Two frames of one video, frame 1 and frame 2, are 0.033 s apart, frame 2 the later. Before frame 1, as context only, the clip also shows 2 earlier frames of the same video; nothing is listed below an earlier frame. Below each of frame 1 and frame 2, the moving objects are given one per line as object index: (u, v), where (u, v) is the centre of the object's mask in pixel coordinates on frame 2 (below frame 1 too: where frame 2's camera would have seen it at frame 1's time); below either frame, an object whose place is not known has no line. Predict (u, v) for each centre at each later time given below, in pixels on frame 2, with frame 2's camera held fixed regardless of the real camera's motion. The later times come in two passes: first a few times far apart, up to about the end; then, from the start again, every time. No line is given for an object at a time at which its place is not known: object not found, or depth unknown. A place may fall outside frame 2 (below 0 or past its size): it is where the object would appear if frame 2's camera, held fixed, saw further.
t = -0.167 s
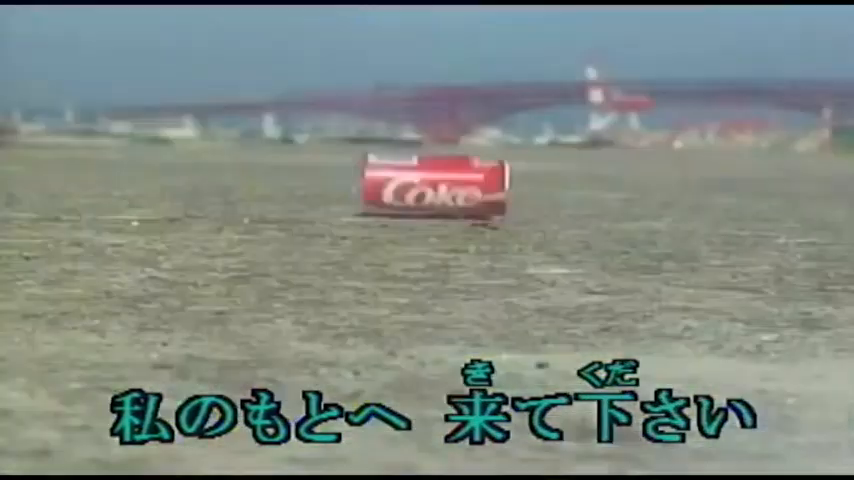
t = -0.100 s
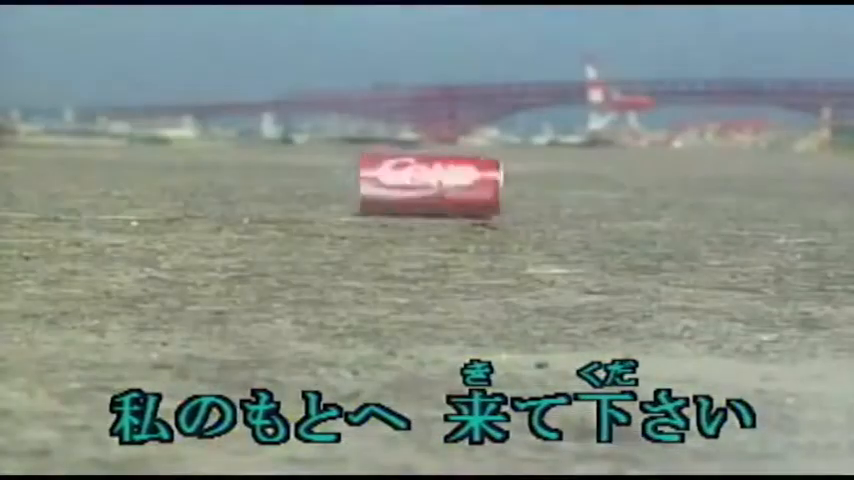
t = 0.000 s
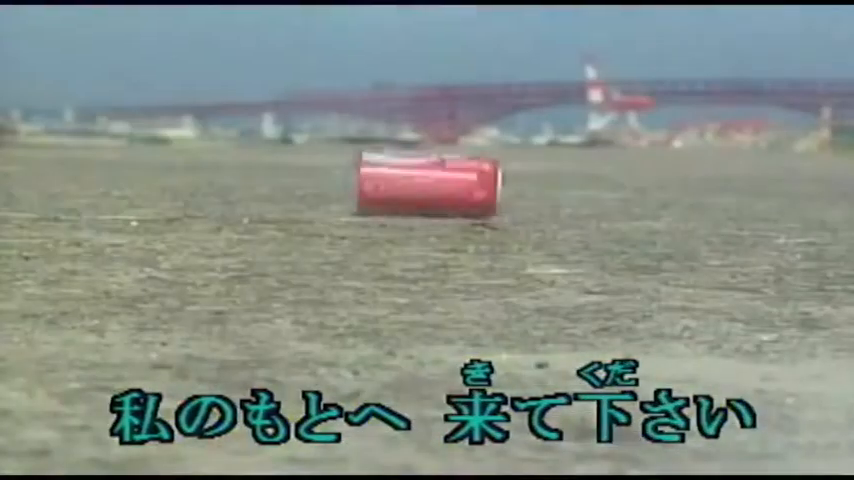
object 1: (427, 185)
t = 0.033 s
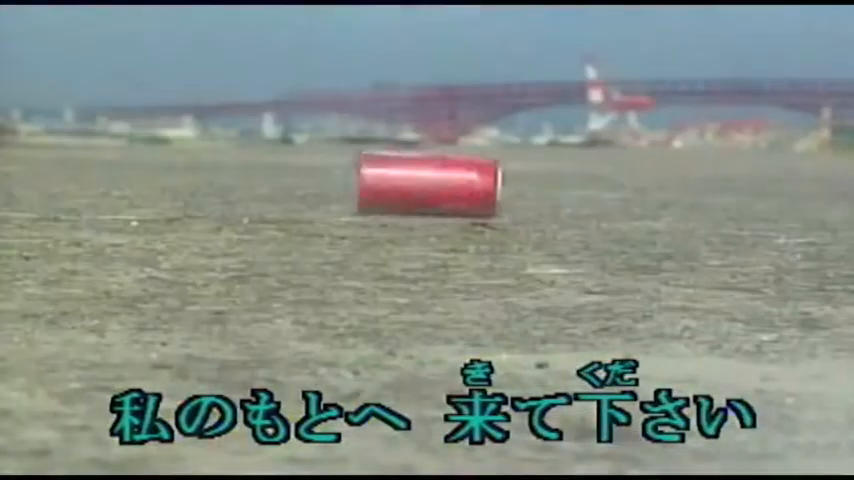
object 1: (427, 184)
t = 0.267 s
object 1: (415, 181)
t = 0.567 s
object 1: (392, 178)
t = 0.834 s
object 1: (373, 177)
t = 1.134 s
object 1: (335, 174)
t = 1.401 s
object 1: (294, 171)
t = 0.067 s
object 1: (428, 183)
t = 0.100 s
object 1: (427, 183)
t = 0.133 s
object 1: (425, 183)
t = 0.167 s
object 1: (424, 181)
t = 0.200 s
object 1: (422, 180)
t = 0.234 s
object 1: (418, 182)
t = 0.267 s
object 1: (415, 181)
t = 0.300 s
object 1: (410, 181)
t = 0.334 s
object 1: (407, 181)
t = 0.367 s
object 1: (408, 180)
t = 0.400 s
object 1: (408, 180)
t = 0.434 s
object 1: (406, 180)
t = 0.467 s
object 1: (403, 180)
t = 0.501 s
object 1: (398, 179)
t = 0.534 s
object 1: (394, 179)
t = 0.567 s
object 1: (392, 178)
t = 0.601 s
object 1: (390, 180)
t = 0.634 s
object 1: (388, 179)
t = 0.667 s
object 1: (385, 178)
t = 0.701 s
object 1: (382, 178)
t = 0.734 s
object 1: (381, 178)
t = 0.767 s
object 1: (378, 177)
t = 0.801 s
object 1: (374, 178)
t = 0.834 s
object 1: (373, 177)
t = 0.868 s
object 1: (371, 177)
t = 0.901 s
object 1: (366, 177)
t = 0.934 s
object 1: (361, 176)
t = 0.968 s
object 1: (357, 175)
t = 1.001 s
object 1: (351, 175)
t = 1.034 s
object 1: (349, 175)
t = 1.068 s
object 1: (344, 174)
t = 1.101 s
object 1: (340, 174)
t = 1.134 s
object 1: (335, 174)
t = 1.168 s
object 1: (331, 174)
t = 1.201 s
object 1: (324, 173)
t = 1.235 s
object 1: (320, 173)
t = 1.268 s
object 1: (317, 172)
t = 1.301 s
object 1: (312, 172)
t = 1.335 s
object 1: (306, 172)
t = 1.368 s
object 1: (299, 172)
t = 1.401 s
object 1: (294, 171)
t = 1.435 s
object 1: (292, 170)
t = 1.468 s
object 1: (289, 171)
